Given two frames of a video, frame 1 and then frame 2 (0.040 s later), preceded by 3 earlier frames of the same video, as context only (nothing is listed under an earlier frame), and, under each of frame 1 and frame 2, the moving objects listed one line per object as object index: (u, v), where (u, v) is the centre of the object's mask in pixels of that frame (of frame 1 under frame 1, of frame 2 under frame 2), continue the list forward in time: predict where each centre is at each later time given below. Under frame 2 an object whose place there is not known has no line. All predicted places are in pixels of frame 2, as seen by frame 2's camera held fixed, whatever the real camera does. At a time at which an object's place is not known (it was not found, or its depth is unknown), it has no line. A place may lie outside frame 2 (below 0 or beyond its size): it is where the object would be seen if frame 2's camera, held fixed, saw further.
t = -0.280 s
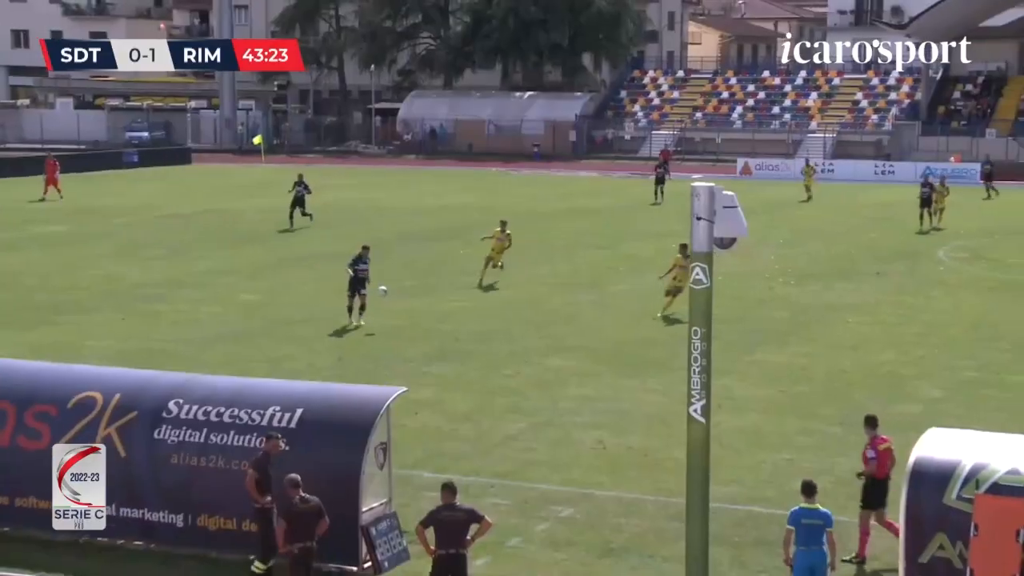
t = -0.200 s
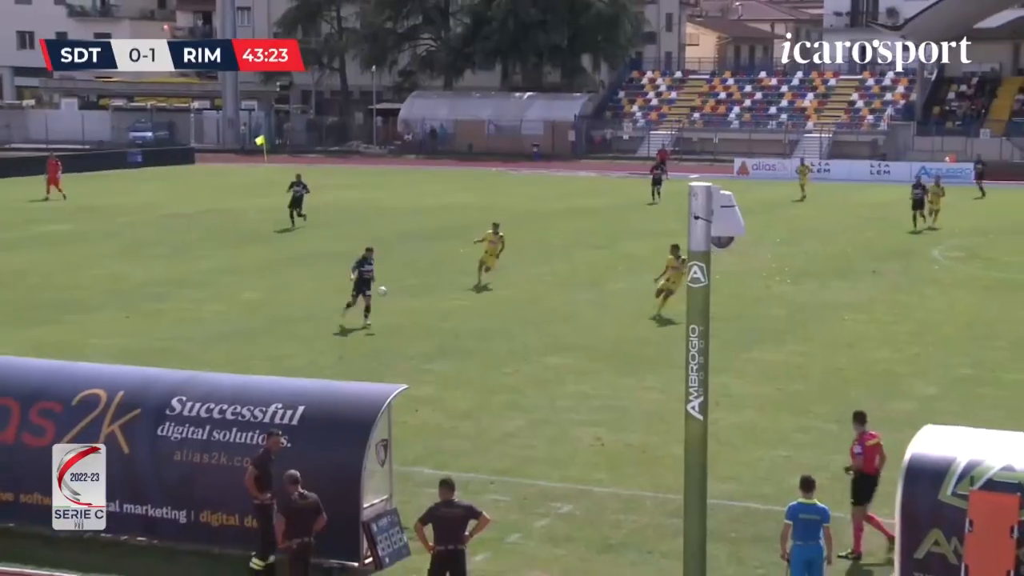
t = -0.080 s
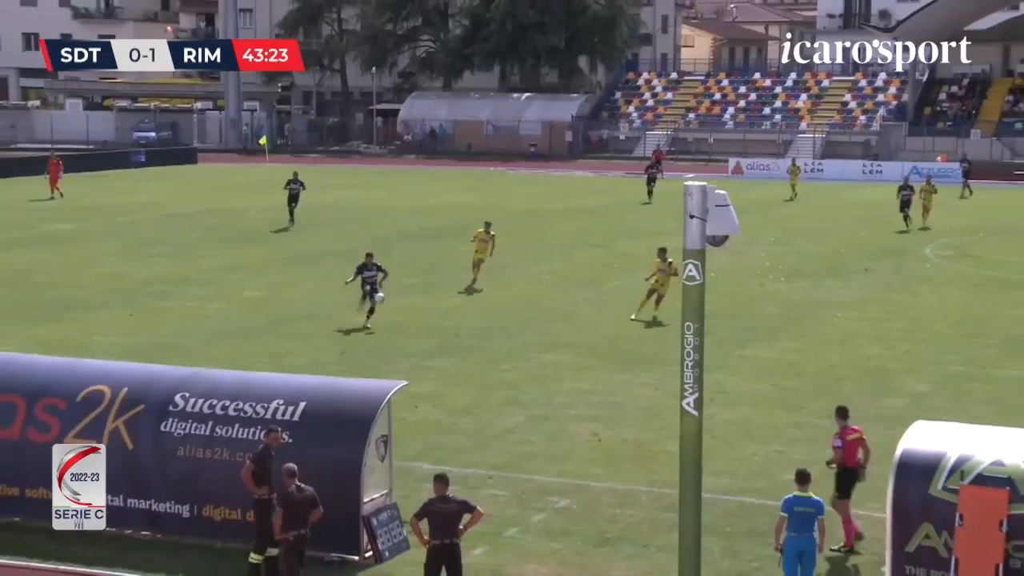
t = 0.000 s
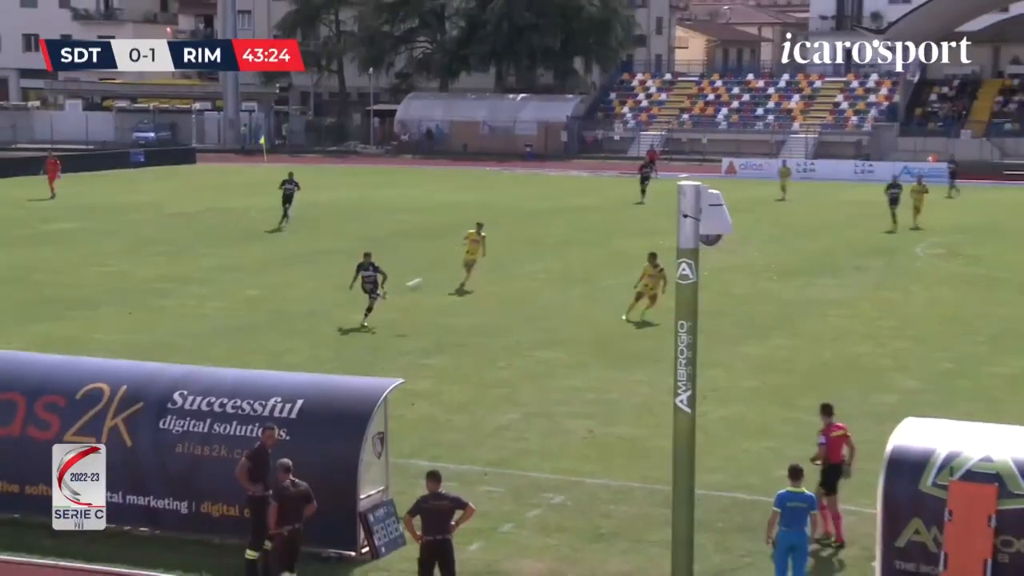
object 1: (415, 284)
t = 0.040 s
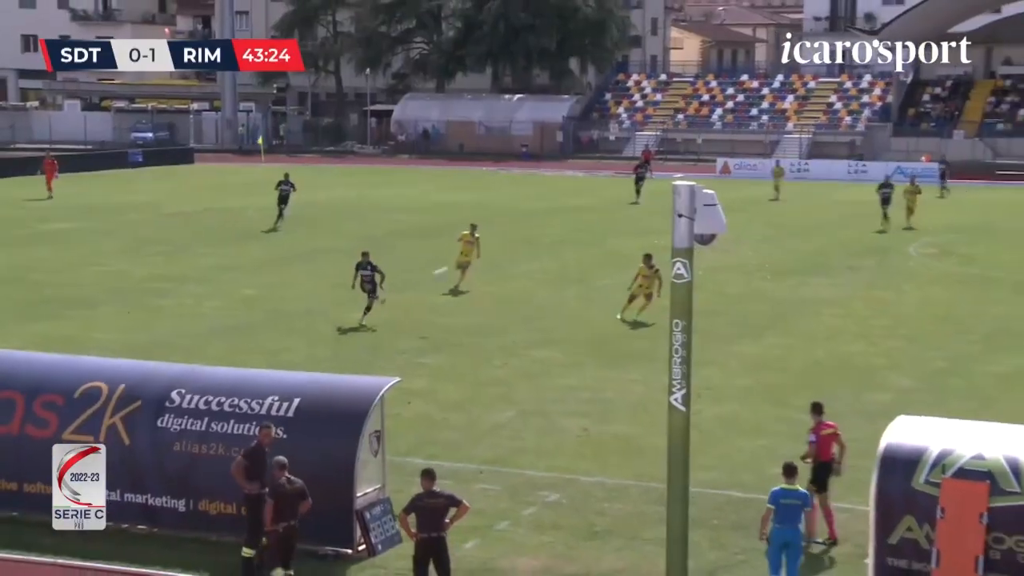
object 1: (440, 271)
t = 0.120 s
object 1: (500, 252)
